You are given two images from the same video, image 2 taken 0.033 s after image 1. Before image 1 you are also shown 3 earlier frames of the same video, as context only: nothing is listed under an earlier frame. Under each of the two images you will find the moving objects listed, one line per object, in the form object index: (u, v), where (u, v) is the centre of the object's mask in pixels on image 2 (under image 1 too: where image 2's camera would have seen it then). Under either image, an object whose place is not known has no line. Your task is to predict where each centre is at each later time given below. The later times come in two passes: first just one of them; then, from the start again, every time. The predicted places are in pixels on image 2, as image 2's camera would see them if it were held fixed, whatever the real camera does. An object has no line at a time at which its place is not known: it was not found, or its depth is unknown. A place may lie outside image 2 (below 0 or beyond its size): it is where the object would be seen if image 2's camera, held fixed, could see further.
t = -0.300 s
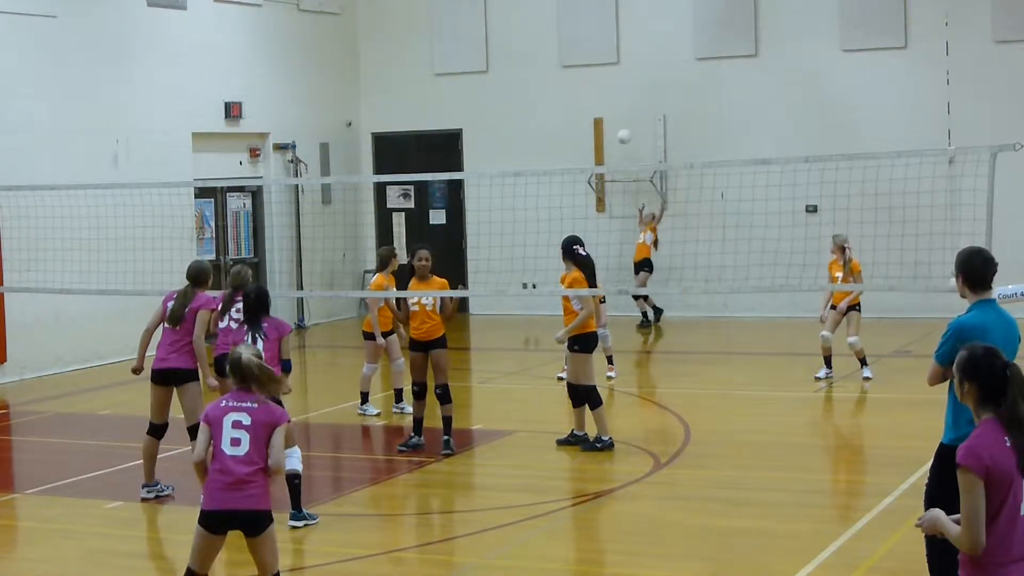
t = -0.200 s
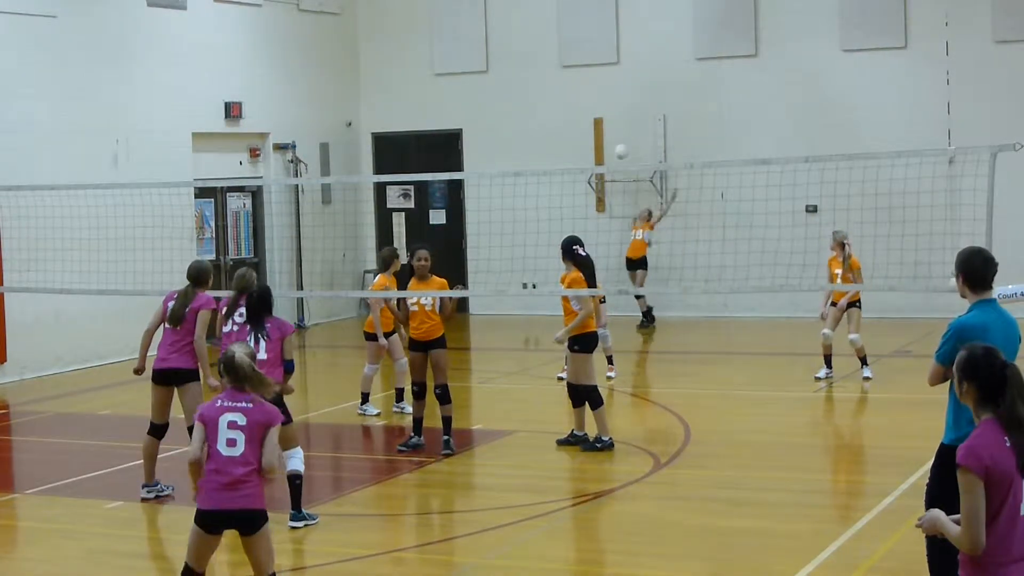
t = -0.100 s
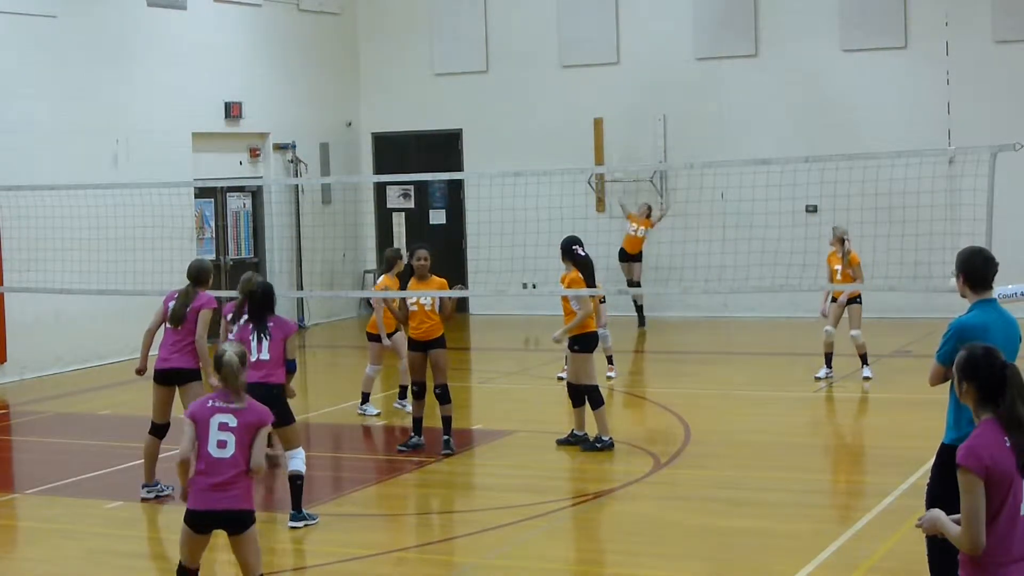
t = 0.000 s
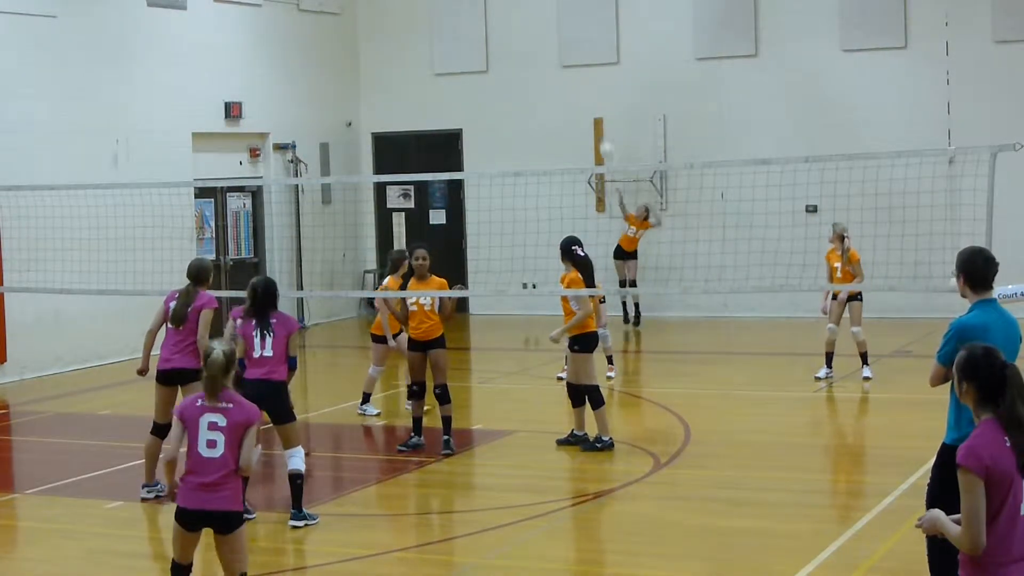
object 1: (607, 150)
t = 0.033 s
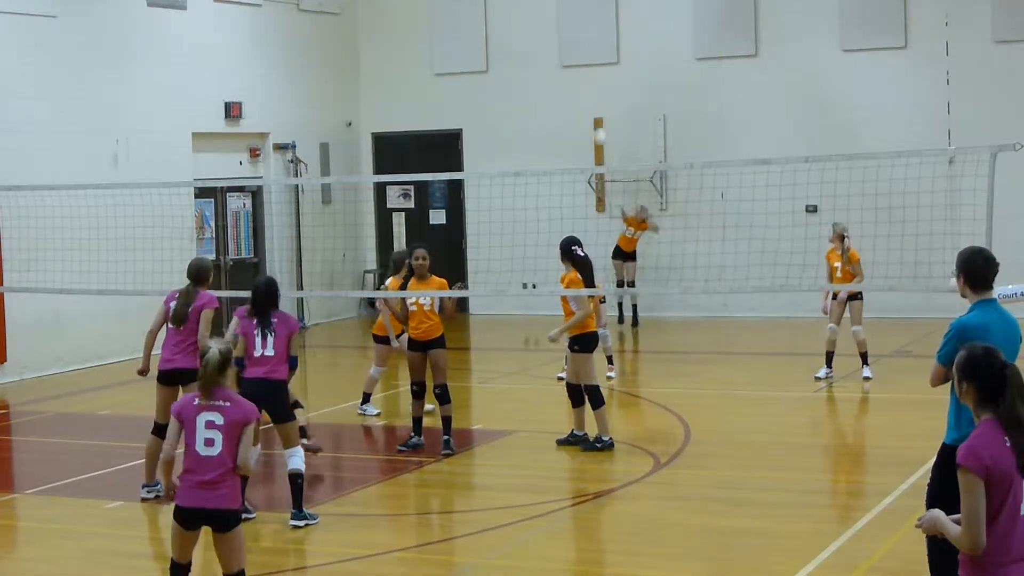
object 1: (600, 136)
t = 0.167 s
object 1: (582, 91)
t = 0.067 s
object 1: (597, 126)
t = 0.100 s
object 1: (591, 112)
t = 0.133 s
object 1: (587, 101)
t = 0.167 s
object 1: (582, 91)
